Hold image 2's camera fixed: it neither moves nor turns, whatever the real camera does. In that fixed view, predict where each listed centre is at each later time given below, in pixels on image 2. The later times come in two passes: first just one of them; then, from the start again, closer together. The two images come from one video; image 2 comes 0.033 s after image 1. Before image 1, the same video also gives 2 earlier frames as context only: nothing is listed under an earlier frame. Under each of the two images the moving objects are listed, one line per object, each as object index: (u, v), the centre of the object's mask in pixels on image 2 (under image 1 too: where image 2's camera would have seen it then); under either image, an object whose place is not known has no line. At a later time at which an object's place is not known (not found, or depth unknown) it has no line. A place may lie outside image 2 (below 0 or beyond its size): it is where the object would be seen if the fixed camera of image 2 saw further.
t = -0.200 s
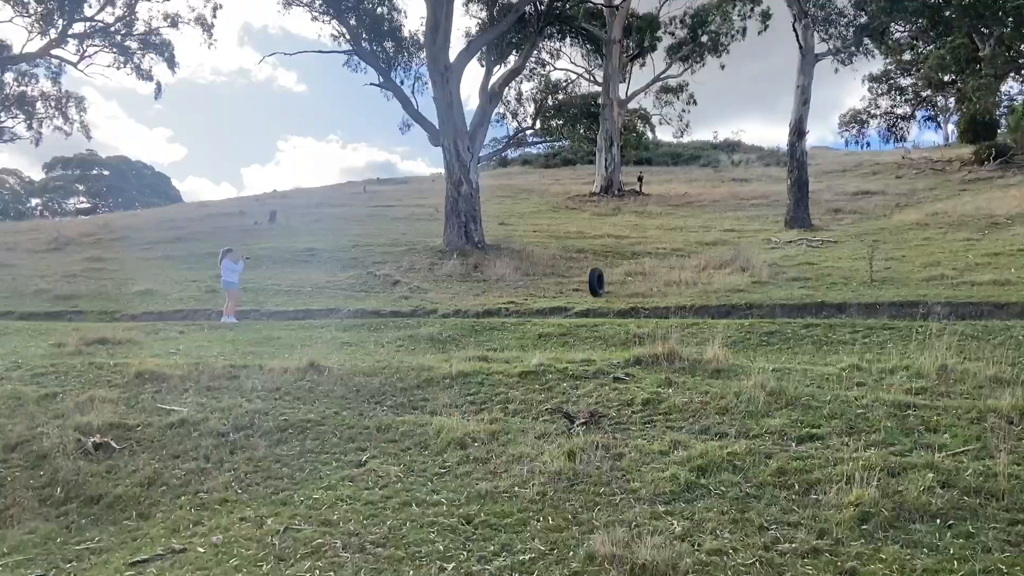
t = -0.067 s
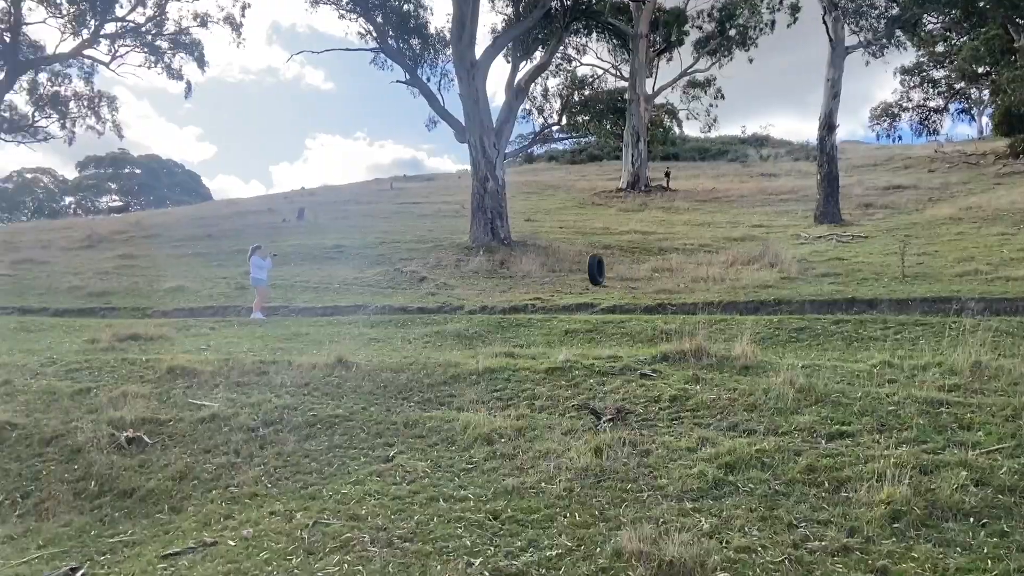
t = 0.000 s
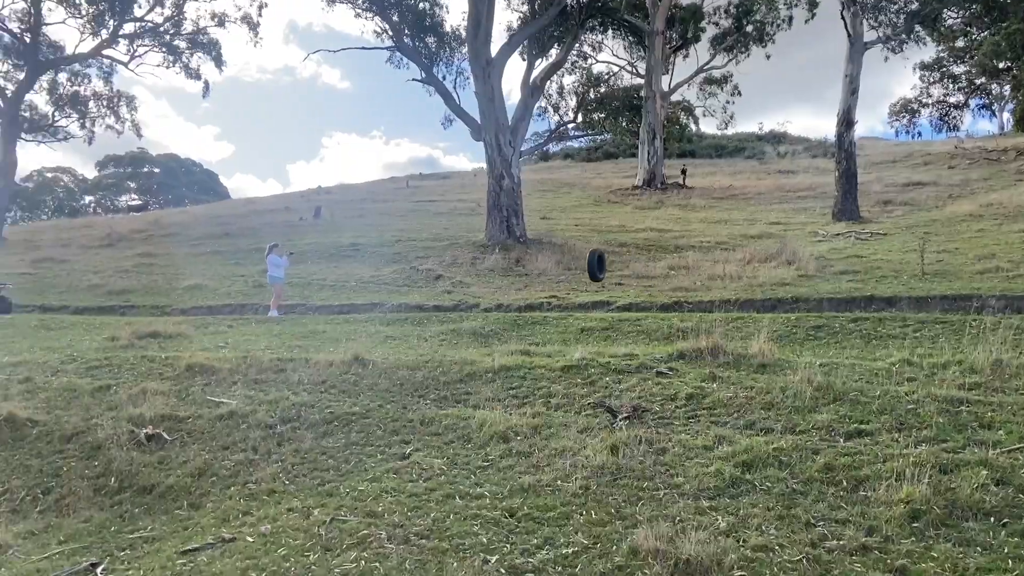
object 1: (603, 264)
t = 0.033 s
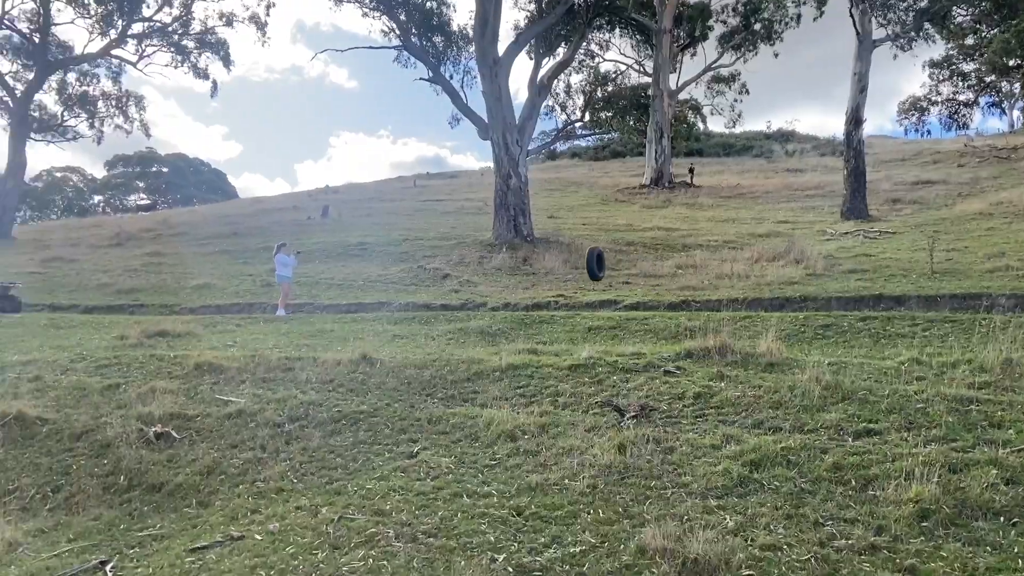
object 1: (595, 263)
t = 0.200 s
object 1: (552, 270)
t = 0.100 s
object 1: (579, 264)
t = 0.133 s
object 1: (570, 266)
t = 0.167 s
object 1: (561, 267)
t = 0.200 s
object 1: (552, 270)
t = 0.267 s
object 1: (530, 279)
